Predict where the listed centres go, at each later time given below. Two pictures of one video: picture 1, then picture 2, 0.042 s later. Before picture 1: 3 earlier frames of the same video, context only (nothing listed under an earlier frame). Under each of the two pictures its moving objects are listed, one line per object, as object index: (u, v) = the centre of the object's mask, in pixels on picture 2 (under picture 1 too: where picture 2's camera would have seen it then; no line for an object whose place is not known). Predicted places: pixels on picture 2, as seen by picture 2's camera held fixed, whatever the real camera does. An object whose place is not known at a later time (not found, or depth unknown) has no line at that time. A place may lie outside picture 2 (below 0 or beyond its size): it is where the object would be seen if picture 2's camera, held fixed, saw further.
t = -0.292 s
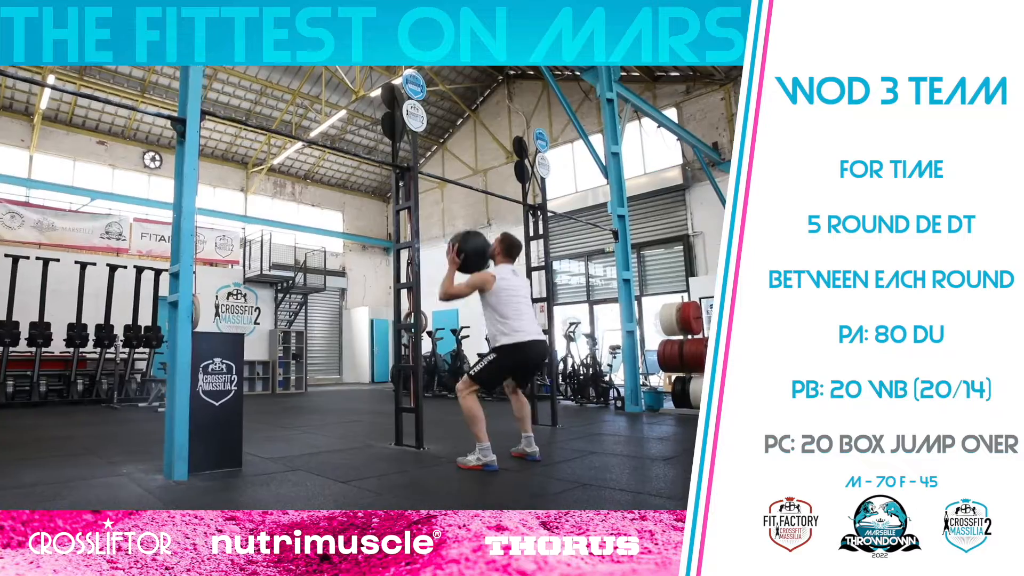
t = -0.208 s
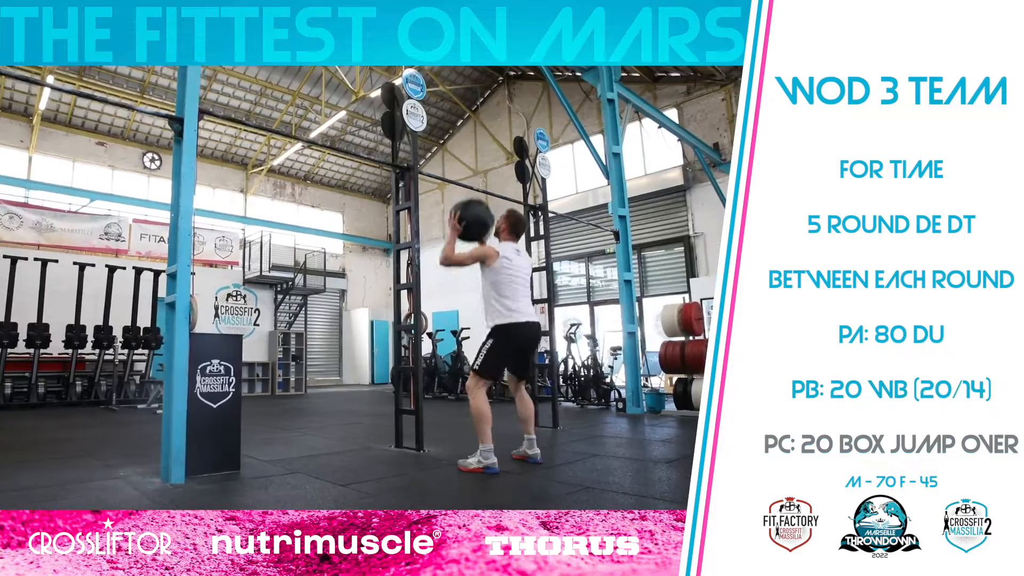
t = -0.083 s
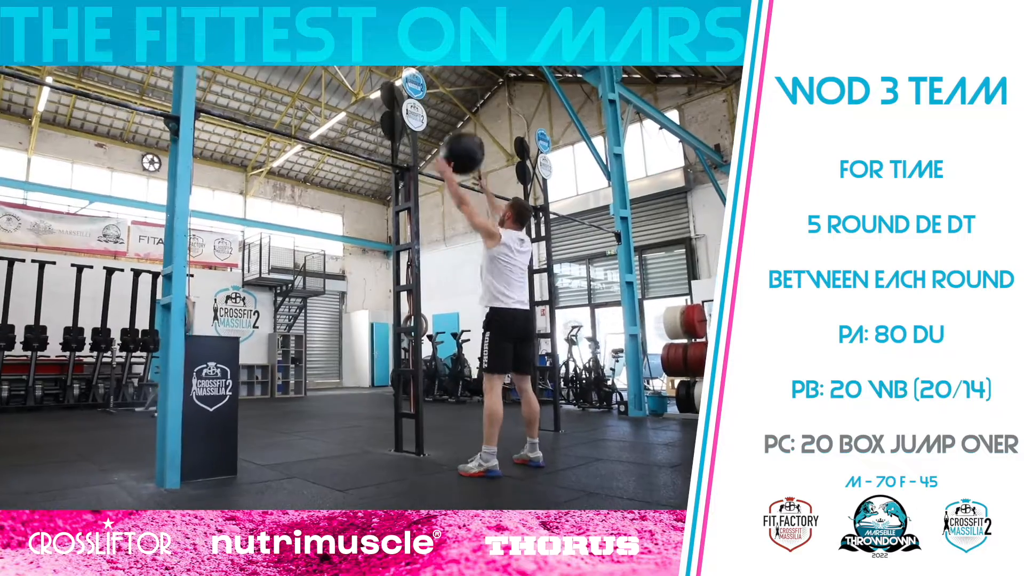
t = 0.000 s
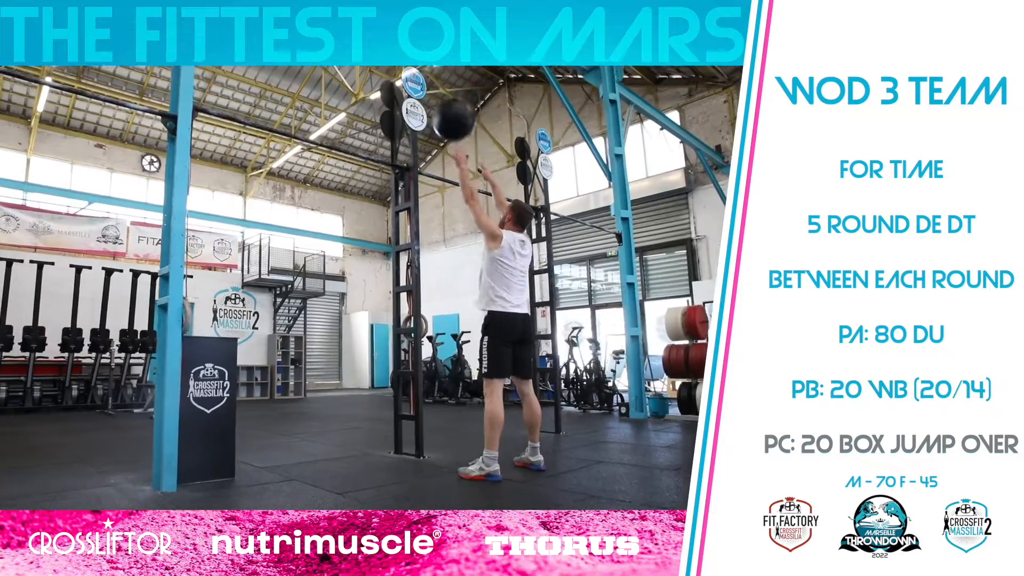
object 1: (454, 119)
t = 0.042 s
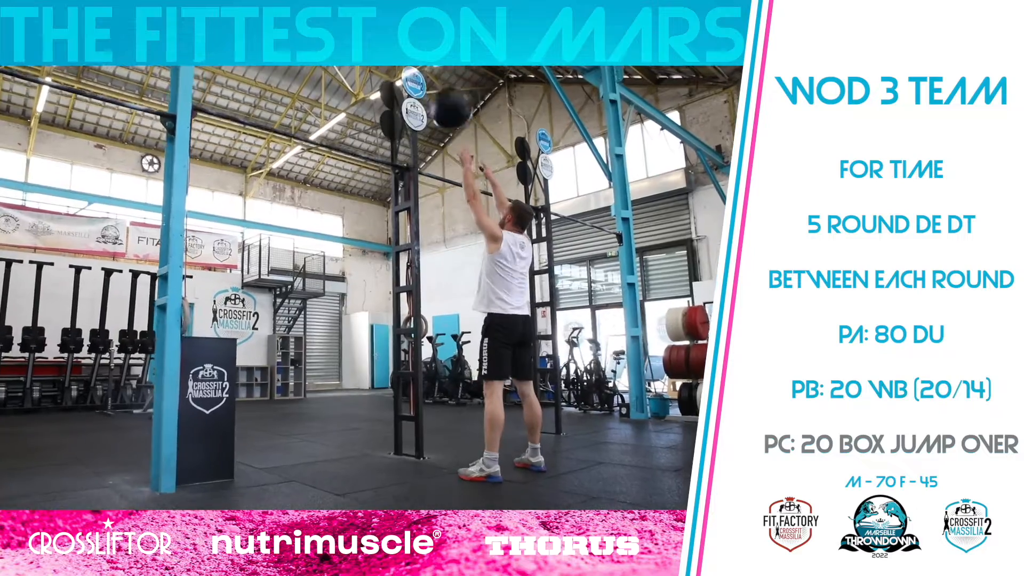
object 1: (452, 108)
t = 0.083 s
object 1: (447, 94)
